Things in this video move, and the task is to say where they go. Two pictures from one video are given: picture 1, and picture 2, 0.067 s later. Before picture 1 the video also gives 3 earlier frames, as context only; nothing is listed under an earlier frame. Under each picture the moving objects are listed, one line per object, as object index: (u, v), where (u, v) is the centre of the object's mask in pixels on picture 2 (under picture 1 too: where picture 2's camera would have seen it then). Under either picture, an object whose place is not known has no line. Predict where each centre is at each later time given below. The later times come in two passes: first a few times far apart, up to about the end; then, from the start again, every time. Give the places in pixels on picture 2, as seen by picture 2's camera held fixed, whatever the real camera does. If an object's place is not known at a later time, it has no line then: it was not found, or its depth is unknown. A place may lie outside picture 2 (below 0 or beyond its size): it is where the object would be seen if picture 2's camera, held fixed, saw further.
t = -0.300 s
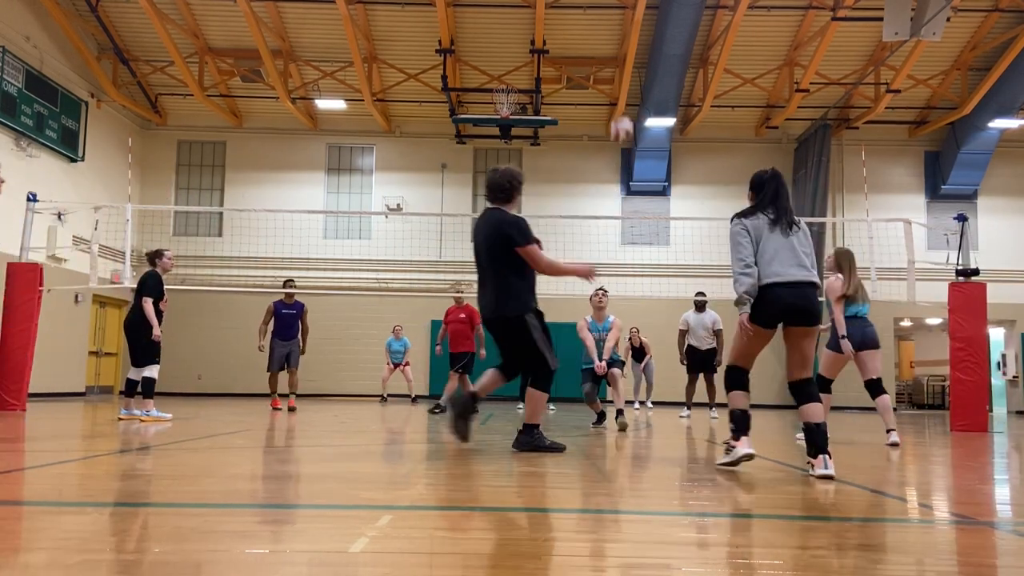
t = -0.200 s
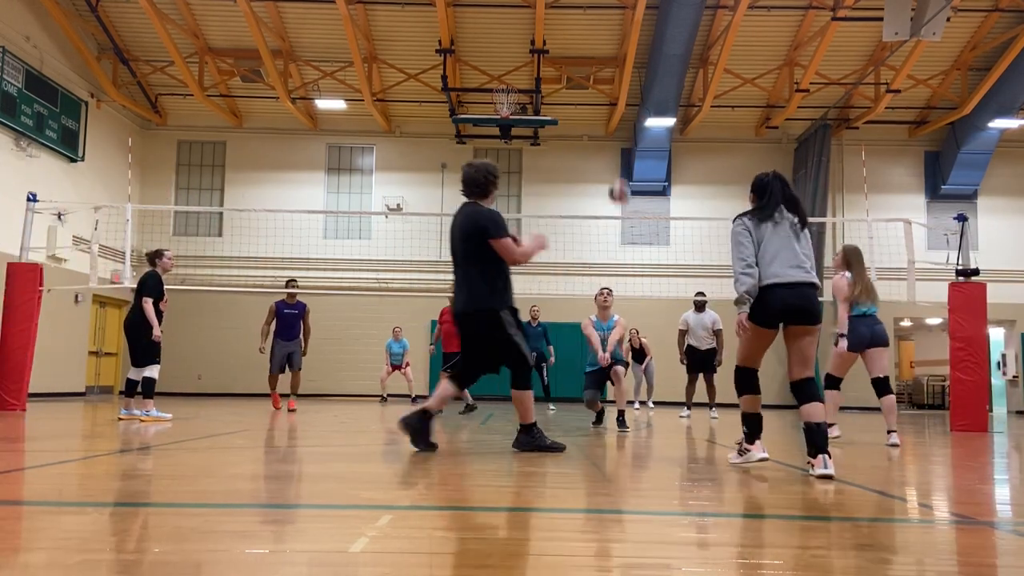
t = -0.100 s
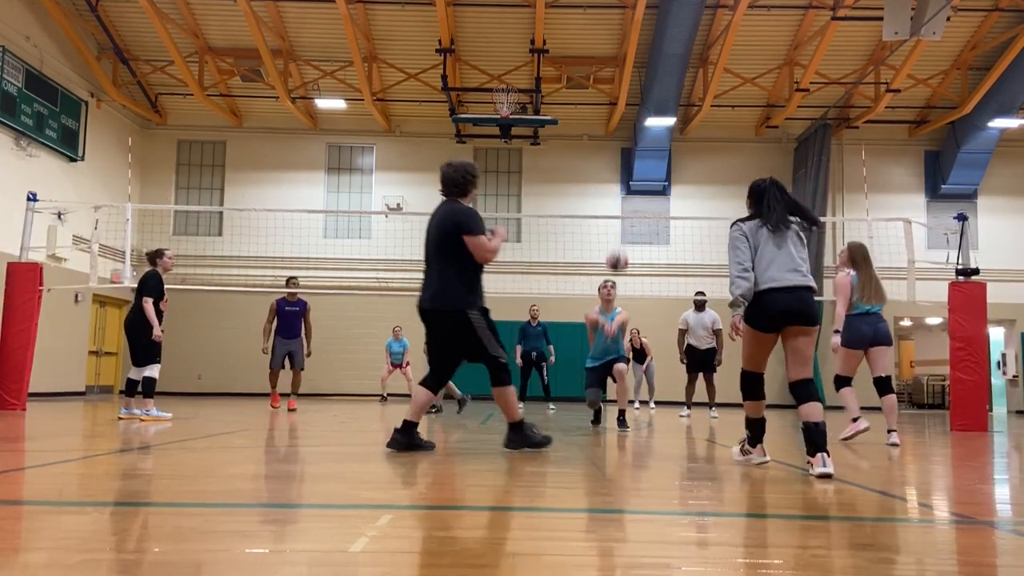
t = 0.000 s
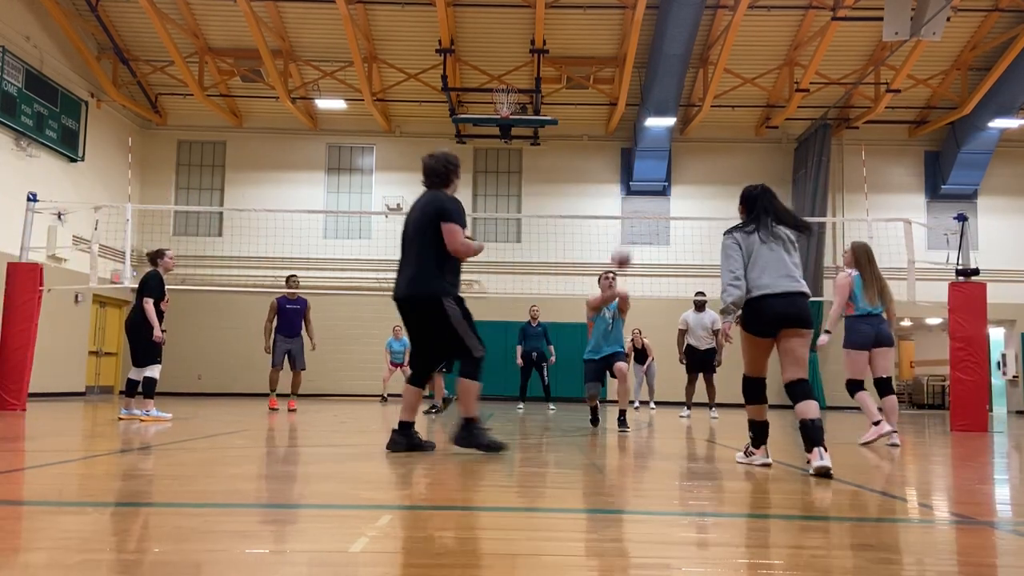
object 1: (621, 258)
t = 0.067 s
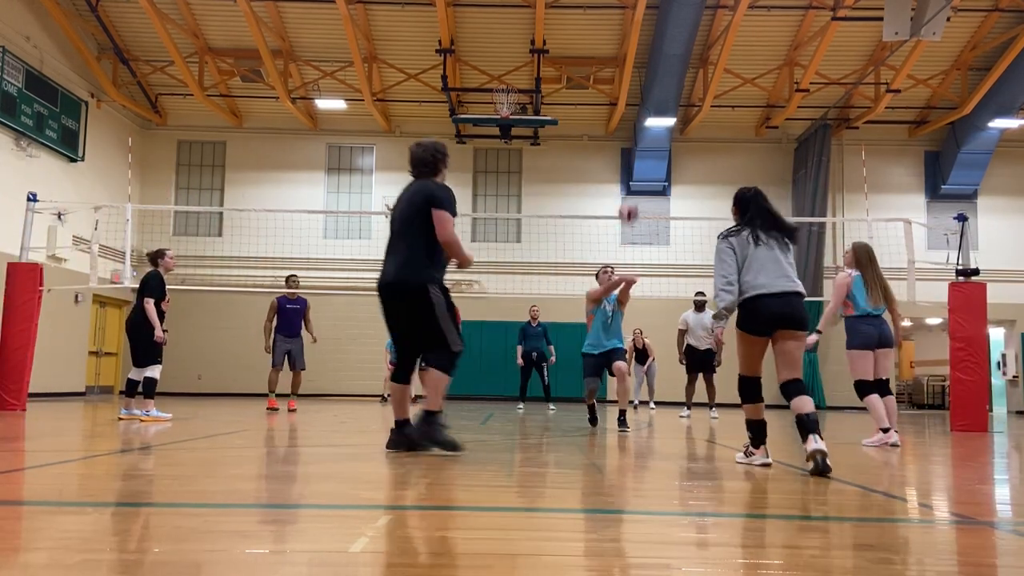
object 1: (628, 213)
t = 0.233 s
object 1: (644, 120)
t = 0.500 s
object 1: (671, 40)
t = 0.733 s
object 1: (692, 31)
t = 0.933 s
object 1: (708, 61)
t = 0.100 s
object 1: (631, 189)
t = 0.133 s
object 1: (634, 170)
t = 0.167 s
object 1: (638, 153)
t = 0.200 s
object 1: (641, 136)
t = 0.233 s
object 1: (644, 120)
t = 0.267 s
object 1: (648, 105)
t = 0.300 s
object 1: (651, 92)
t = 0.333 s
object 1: (654, 81)
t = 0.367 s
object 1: (658, 71)
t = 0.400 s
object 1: (661, 61)
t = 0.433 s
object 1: (664, 53)
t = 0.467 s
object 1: (668, 46)
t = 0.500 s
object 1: (671, 40)
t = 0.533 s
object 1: (674, 36)
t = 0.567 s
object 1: (677, 32)
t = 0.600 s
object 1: (680, 30)
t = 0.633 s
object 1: (683, 29)
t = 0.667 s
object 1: (686, 29)
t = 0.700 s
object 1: (689, 30)
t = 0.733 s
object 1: (692, 31)
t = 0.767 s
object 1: (694, 34)
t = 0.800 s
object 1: (697, 38)
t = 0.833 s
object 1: (700, 43)
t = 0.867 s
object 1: (702, 49)
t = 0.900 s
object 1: (705, 55)
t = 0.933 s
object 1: (708, 61)
